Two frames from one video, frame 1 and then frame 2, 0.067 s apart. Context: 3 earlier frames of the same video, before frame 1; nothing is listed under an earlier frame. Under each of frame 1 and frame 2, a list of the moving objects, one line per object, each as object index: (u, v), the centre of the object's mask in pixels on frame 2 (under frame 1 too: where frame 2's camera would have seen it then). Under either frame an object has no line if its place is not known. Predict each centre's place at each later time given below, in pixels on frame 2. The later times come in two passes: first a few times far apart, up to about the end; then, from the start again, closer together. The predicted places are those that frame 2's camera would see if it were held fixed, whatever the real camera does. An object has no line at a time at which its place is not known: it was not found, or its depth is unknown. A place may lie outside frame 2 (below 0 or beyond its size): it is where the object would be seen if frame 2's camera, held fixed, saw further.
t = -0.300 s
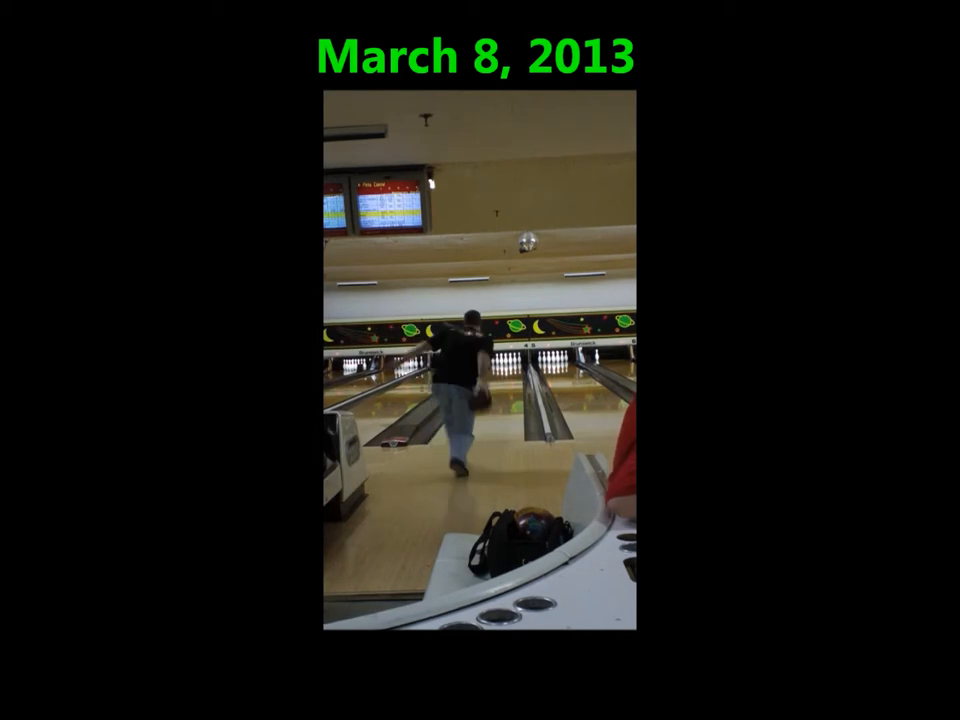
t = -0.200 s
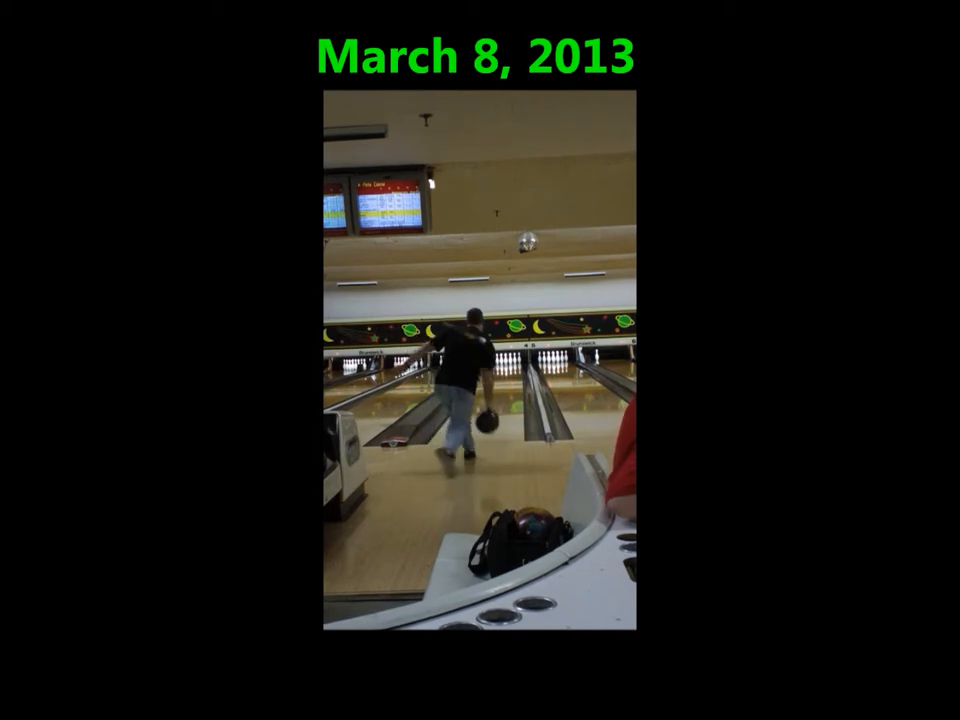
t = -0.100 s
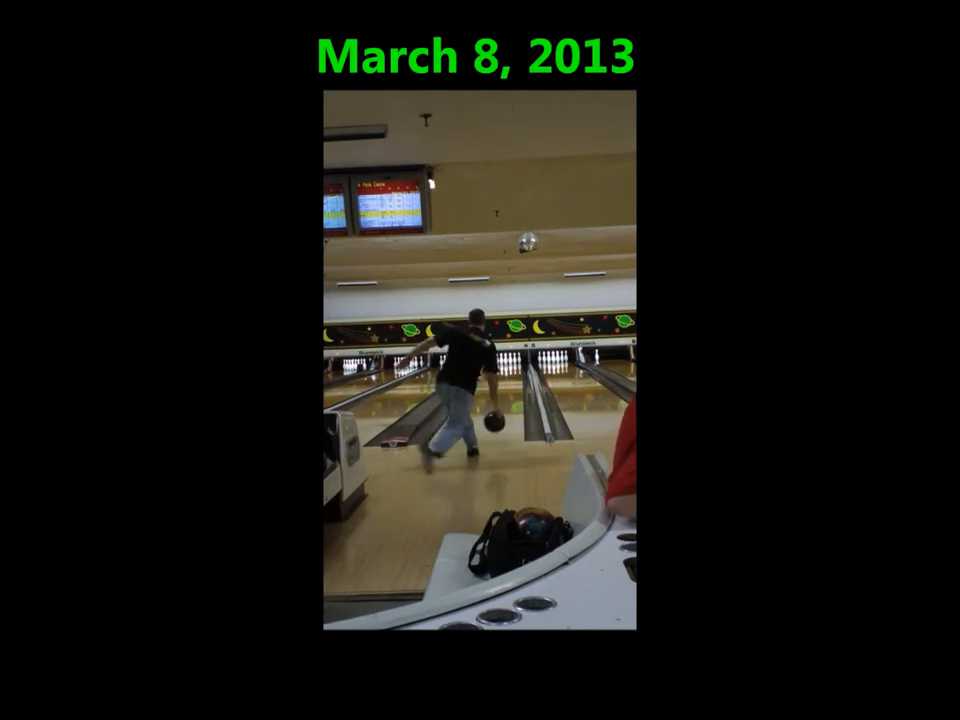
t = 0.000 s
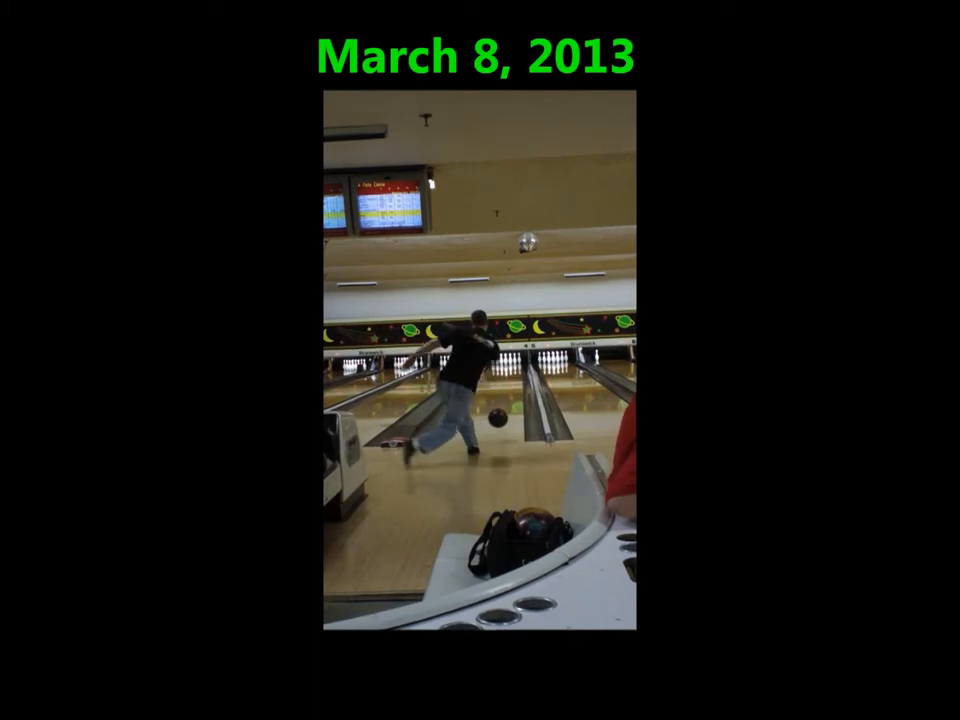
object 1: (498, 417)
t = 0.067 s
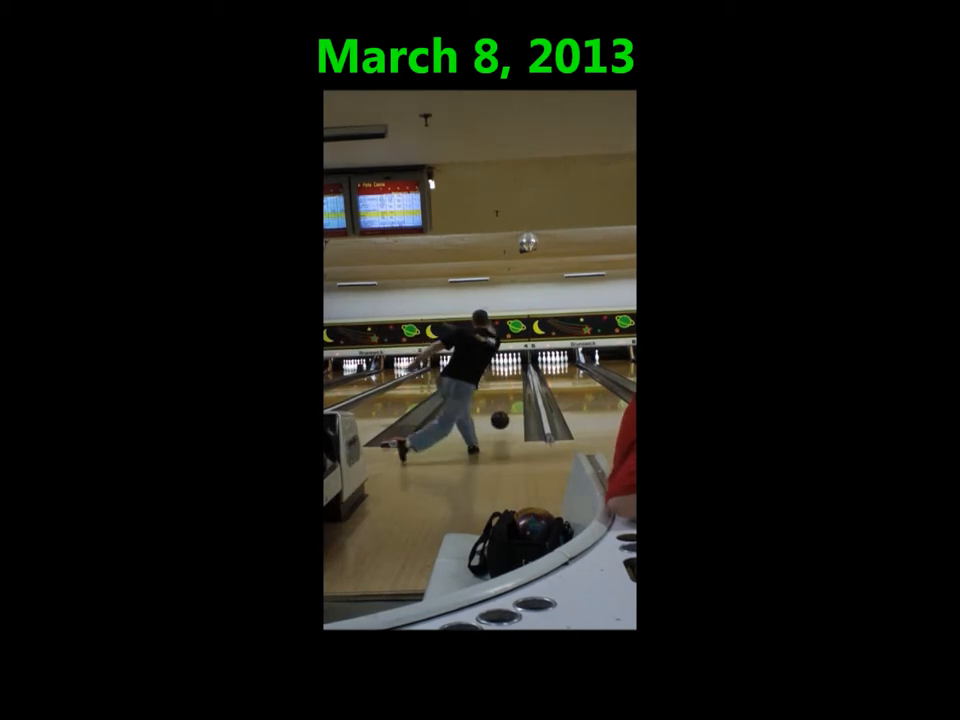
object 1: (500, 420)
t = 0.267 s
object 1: (504, 412)
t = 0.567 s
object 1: (508, 397)
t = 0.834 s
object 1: (510, 388)
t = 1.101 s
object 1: (512, 381)
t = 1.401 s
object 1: (513, 375)
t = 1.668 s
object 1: (513, 371)
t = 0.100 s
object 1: (500, 421)
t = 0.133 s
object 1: (501, 419)
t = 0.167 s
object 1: (502, 417)
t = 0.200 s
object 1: (503, 415)
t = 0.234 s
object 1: (503, 413)
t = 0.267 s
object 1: (504, 412)
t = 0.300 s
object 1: (504, 410)
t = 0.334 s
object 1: (505, 407)
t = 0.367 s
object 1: (505, 406)
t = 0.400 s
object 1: (506, 404)
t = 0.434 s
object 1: (506, 403)
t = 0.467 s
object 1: (507, 401)
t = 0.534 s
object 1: (508, 398)
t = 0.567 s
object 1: (508, 397)
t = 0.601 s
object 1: (508, 396)
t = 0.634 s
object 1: (509, 395)
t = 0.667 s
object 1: (509, 393)
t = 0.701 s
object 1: (509, 392)
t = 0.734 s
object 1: (510, 391)
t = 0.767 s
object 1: (510, 390)
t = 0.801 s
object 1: (510, 389)
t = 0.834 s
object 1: (510, 388)
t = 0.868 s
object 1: (511, 387)
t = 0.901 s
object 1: (511, 386)
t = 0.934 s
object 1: (511, 385)
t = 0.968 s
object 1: (511, 384)
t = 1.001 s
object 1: (511, 383)
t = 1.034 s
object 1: (512, 382)
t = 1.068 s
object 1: (512, 382)
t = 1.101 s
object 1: (512, 381)
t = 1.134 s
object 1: (512, 380)
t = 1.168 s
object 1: (512, 379)
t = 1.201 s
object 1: (512, 379)
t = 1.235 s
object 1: (512, 378)
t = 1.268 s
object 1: (512, 378)
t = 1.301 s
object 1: (513, 376)
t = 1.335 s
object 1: (512, 376)
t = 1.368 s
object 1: (513, 376)
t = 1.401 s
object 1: (513, 375)
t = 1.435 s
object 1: (513, 375)
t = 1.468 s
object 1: (513, 374)
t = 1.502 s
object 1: (513, 373)
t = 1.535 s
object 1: (513, 373)
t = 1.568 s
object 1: (513, 372)
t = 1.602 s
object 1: (513, 372)
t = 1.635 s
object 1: (513, 371)
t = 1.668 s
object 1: (513, 371)
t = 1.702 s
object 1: (513, 370)
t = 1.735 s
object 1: (513, 370)
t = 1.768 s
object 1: (513, 369)
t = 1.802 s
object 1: (512, 369)
